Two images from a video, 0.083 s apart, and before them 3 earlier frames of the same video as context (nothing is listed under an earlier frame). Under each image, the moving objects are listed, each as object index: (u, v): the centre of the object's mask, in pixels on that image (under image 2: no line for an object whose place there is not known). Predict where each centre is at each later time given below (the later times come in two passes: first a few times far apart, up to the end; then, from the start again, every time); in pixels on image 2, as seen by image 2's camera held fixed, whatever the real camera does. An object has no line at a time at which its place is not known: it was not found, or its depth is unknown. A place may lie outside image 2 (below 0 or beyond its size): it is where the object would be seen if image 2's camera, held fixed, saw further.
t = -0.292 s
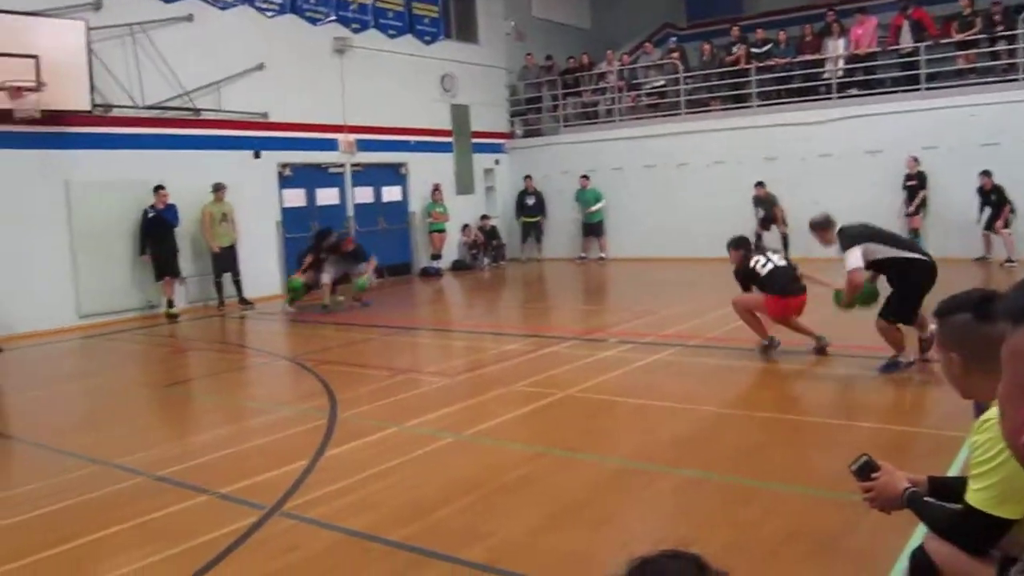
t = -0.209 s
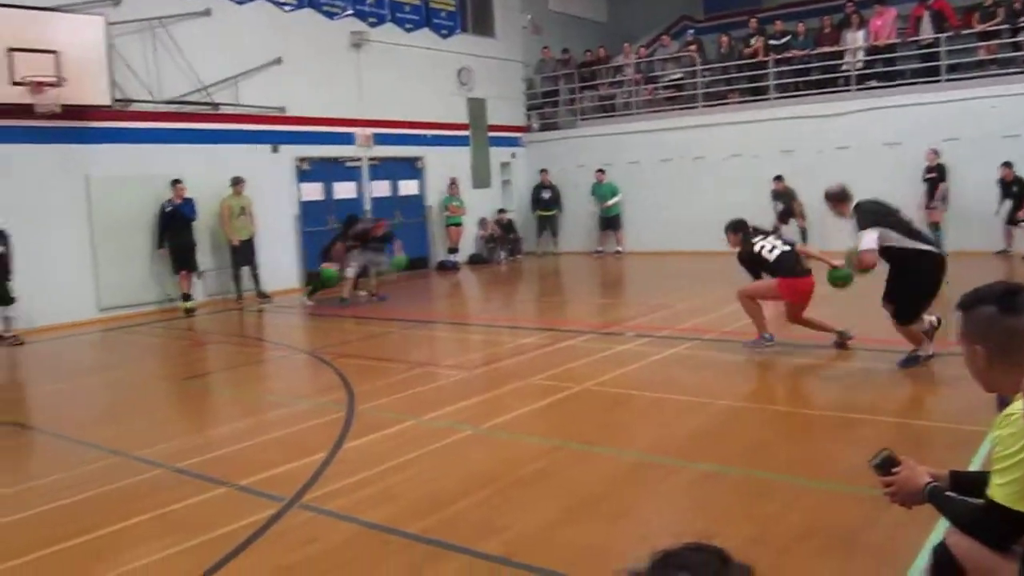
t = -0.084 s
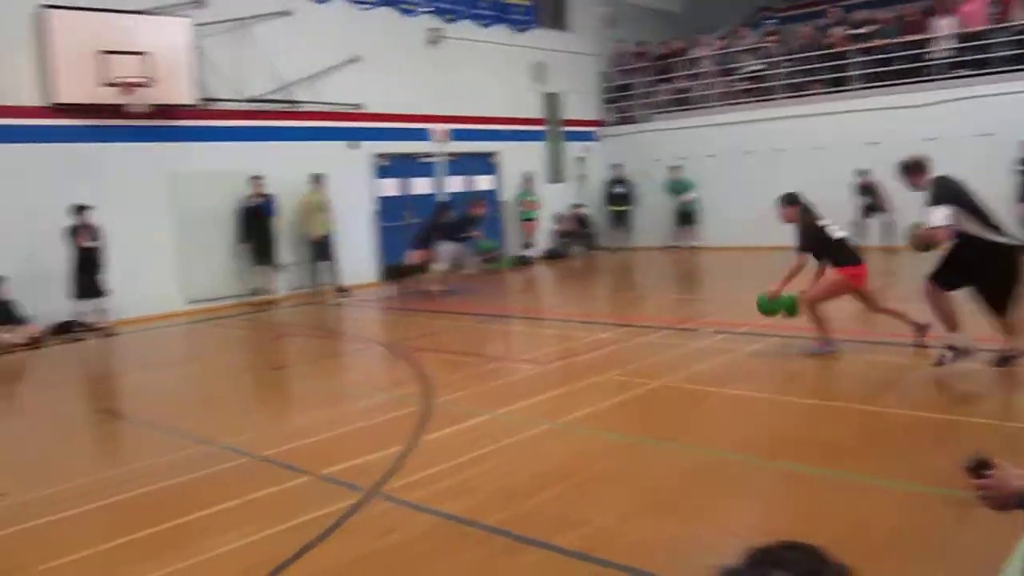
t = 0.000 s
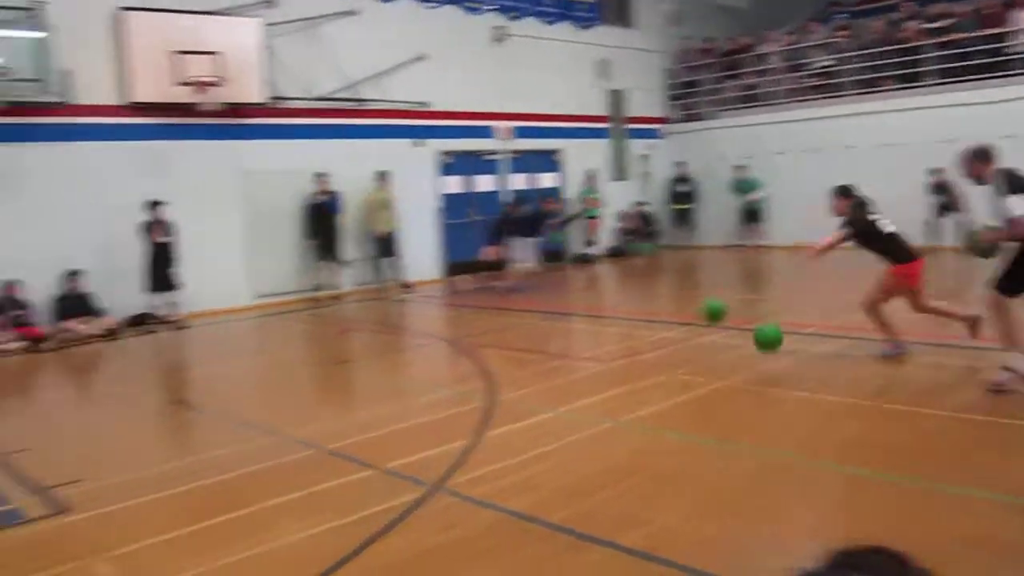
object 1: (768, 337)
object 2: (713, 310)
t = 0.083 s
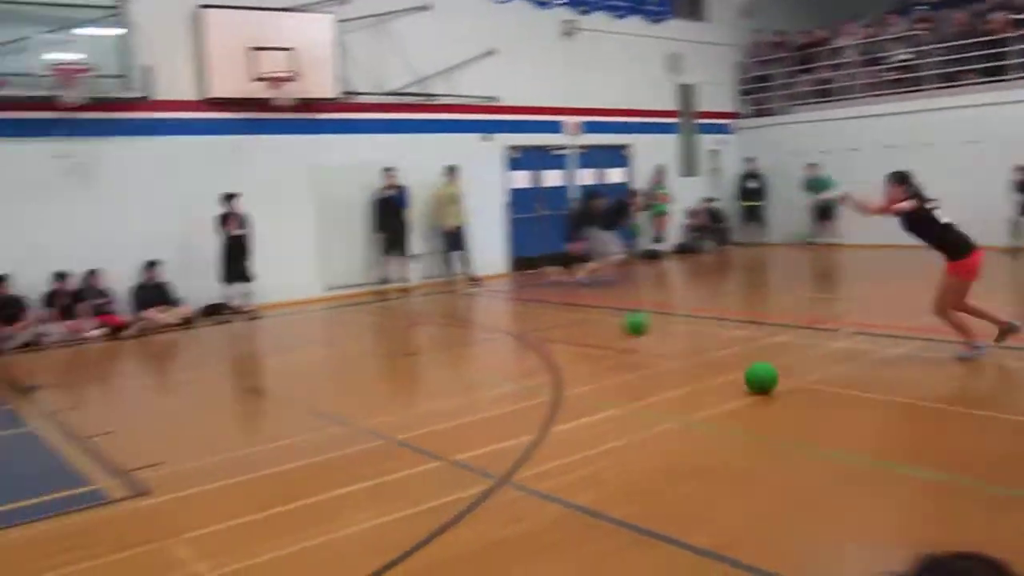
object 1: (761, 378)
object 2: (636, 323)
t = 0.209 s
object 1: (675, 363)
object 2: (430, 361)
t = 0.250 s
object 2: (385, 354)
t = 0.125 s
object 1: (733, 371)
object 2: (563, 334)
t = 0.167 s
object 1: (705, 366)
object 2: (494, 349)
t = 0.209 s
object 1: (675, 363)
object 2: (430, 361)
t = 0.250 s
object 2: (385, 354)
